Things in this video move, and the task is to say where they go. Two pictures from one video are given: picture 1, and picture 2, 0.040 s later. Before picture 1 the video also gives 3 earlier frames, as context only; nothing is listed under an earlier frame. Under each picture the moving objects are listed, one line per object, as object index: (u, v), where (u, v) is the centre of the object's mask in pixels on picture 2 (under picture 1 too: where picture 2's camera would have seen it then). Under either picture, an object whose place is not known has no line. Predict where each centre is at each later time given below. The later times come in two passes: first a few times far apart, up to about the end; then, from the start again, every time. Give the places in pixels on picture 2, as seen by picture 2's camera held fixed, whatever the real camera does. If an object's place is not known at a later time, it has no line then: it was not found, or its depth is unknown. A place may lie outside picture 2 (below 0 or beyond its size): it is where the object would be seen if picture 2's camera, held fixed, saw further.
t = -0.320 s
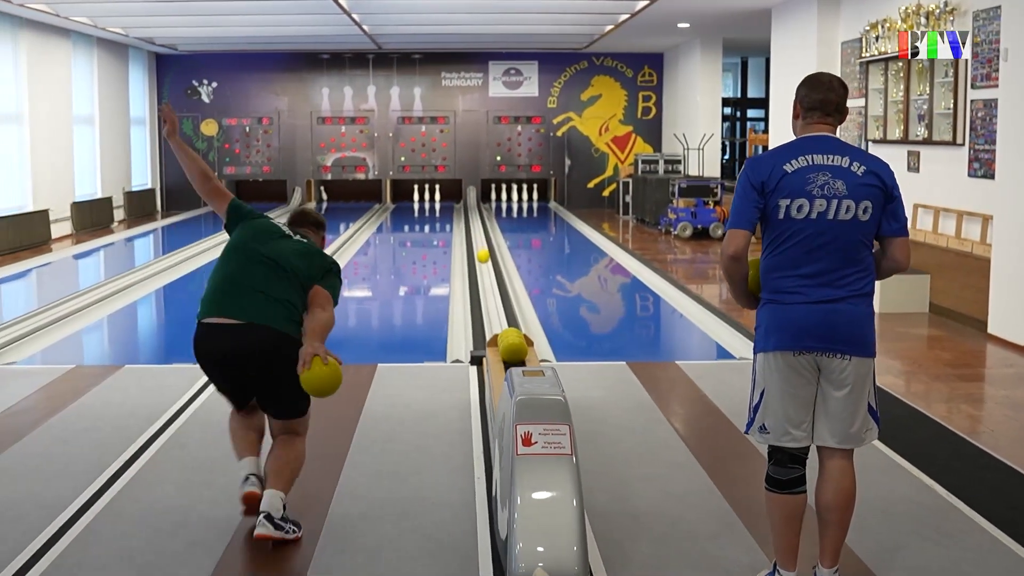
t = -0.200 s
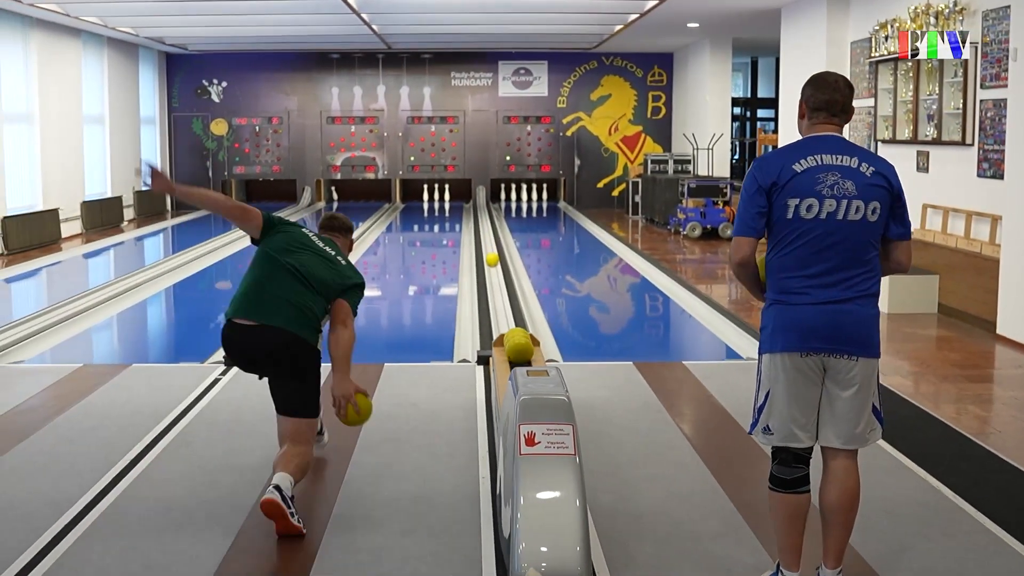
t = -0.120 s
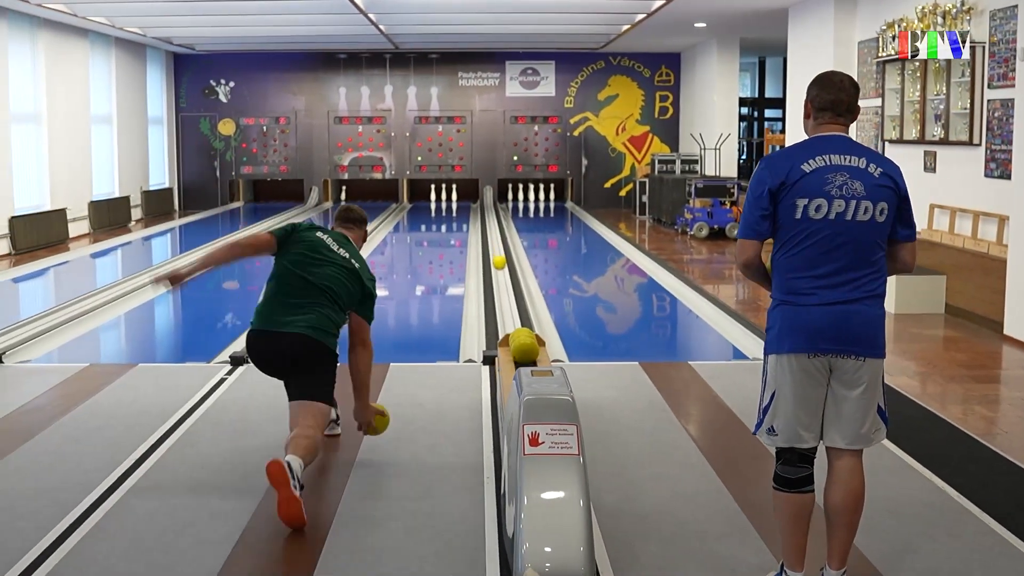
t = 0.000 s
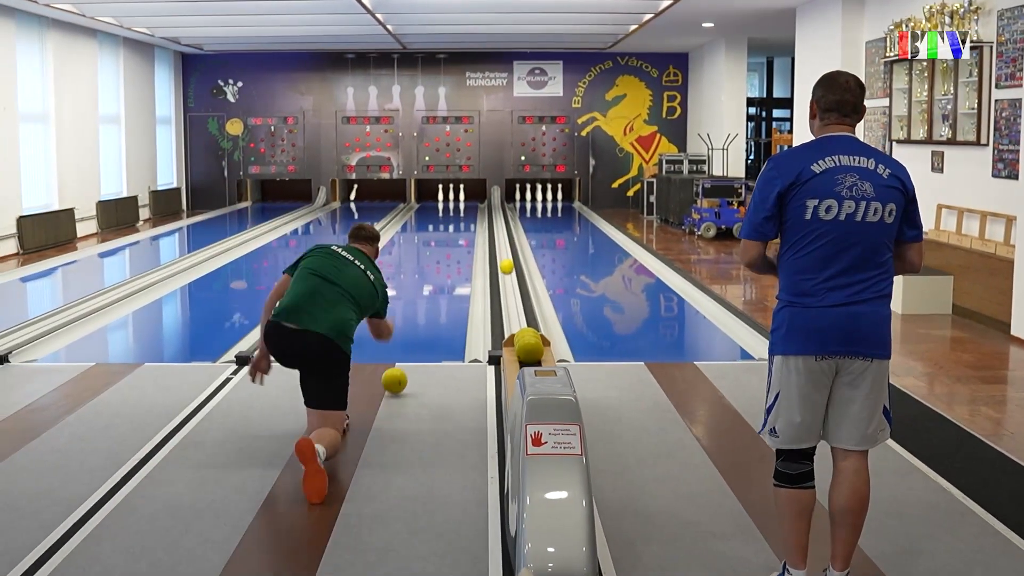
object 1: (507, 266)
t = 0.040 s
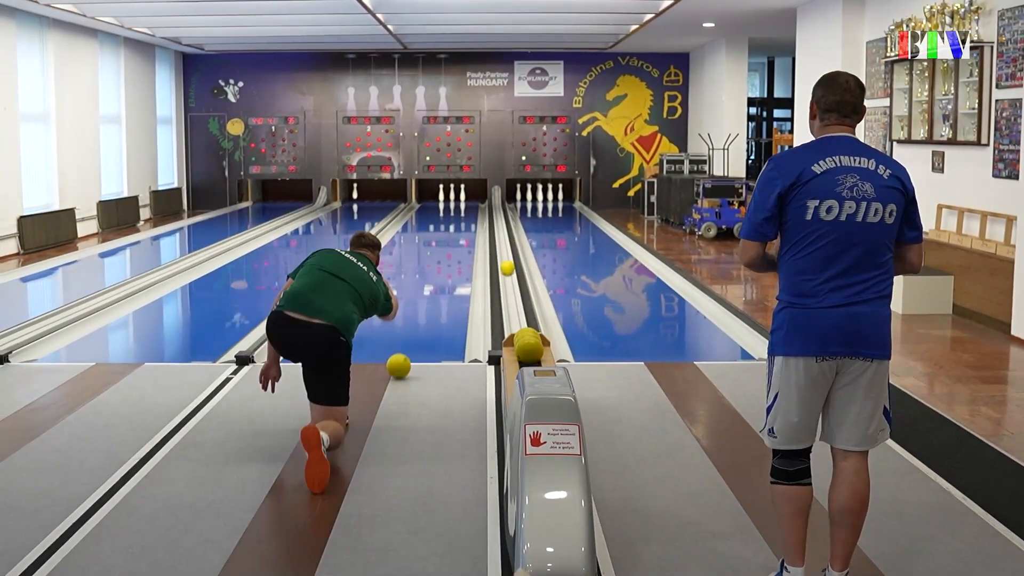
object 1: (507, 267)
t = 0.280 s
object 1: (509, 278)
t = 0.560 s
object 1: (511, 291)
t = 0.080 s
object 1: (507, 269)
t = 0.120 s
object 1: (508, 271)
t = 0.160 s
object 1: (508, 273)
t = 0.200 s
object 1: (508, 274)
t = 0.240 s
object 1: (509, 276)
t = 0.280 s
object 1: (509, 278)
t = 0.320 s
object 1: (509, 280)
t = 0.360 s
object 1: (510, 281)
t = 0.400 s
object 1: (510, 283)
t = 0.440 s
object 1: (510, 285)
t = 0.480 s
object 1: (511, 287)
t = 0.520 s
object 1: (511, 289)
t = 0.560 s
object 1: (511, 291)
